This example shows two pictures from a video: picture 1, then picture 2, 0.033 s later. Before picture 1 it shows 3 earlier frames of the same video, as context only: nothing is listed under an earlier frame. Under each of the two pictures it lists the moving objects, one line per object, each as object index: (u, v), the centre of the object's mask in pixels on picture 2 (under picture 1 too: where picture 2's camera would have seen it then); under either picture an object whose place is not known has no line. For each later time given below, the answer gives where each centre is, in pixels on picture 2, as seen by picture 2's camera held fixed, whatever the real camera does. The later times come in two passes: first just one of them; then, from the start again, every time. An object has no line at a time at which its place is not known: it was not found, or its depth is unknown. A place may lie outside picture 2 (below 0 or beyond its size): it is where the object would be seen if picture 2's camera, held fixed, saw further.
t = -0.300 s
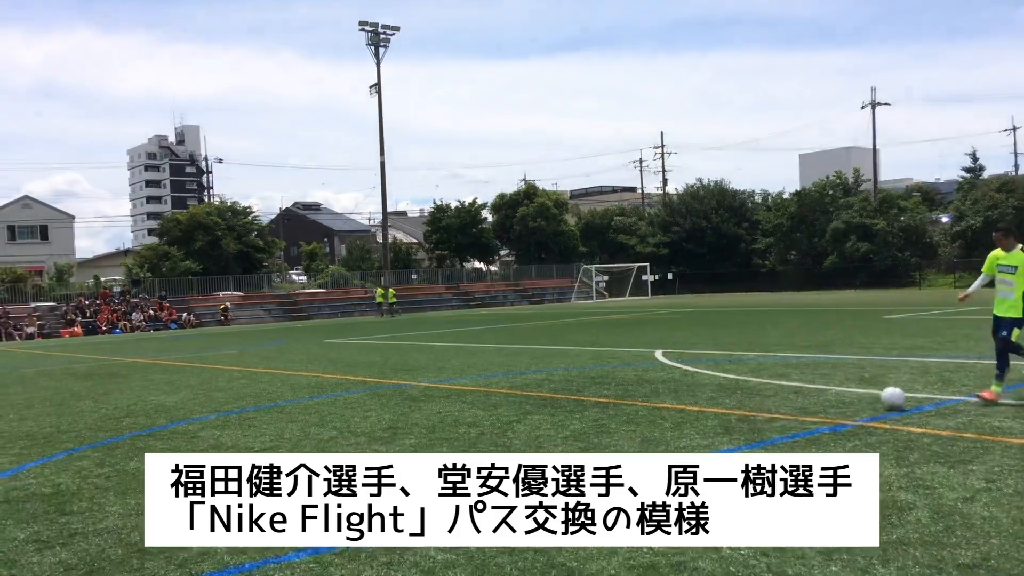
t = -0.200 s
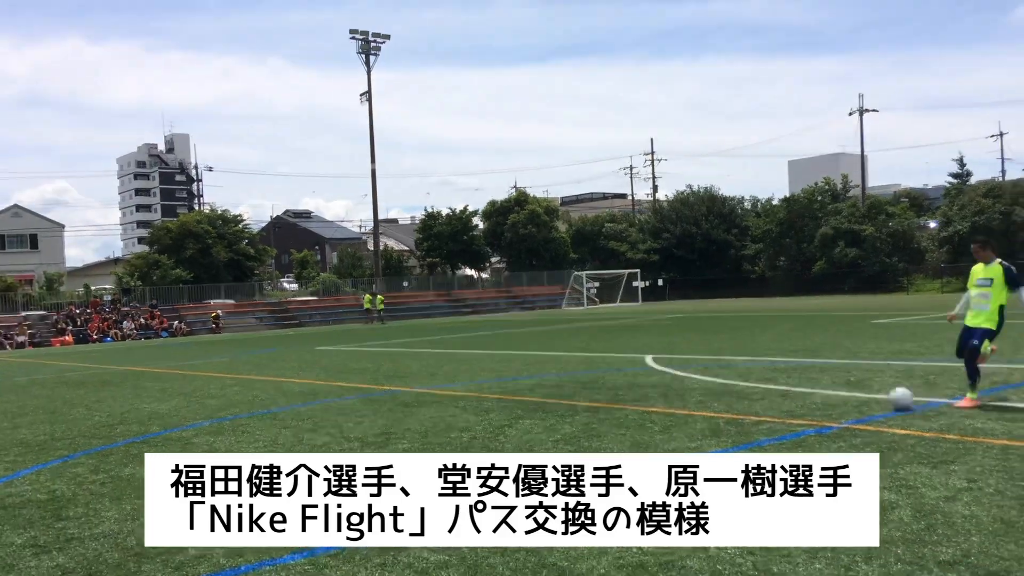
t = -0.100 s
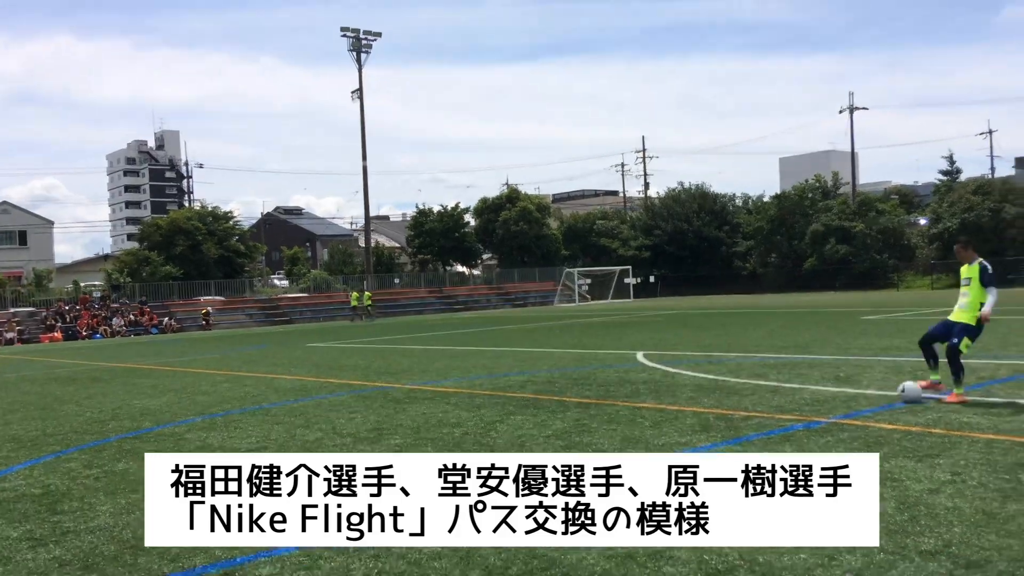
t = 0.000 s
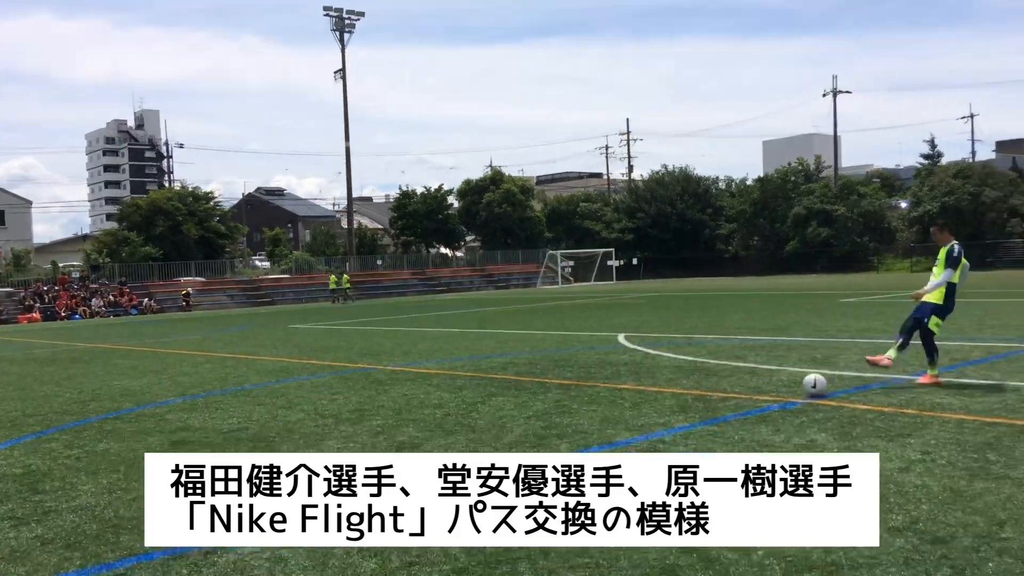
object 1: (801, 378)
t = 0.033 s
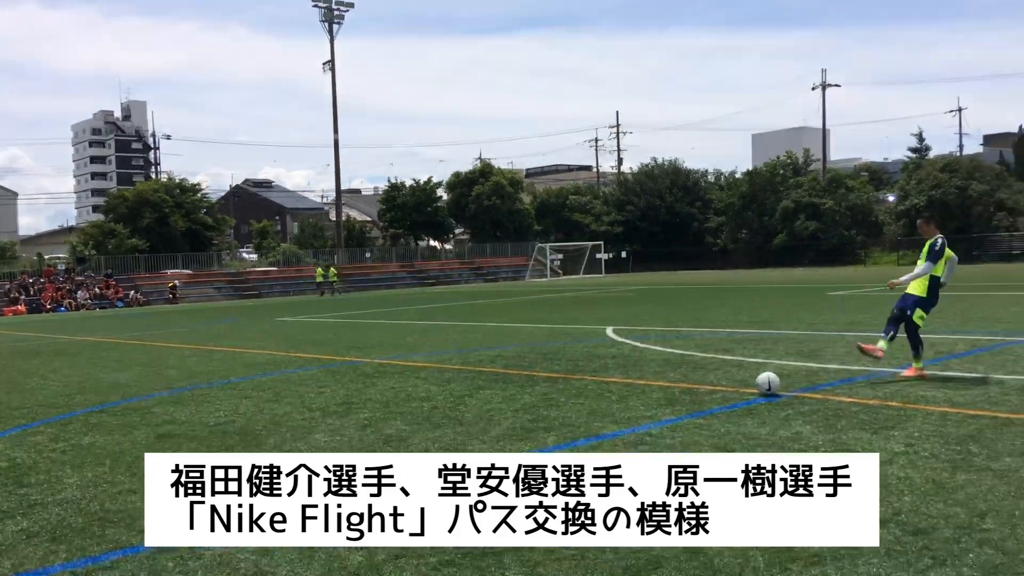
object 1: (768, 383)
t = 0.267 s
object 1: (495, 432)
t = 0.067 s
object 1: (733, 391)
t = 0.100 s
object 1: (698, 396)
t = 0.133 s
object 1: (661, 402)
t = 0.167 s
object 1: (622, 410)
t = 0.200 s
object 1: (581, 417)
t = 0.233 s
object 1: (539, 425)
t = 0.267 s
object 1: (495, 432)
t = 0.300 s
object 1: (449, 438)
